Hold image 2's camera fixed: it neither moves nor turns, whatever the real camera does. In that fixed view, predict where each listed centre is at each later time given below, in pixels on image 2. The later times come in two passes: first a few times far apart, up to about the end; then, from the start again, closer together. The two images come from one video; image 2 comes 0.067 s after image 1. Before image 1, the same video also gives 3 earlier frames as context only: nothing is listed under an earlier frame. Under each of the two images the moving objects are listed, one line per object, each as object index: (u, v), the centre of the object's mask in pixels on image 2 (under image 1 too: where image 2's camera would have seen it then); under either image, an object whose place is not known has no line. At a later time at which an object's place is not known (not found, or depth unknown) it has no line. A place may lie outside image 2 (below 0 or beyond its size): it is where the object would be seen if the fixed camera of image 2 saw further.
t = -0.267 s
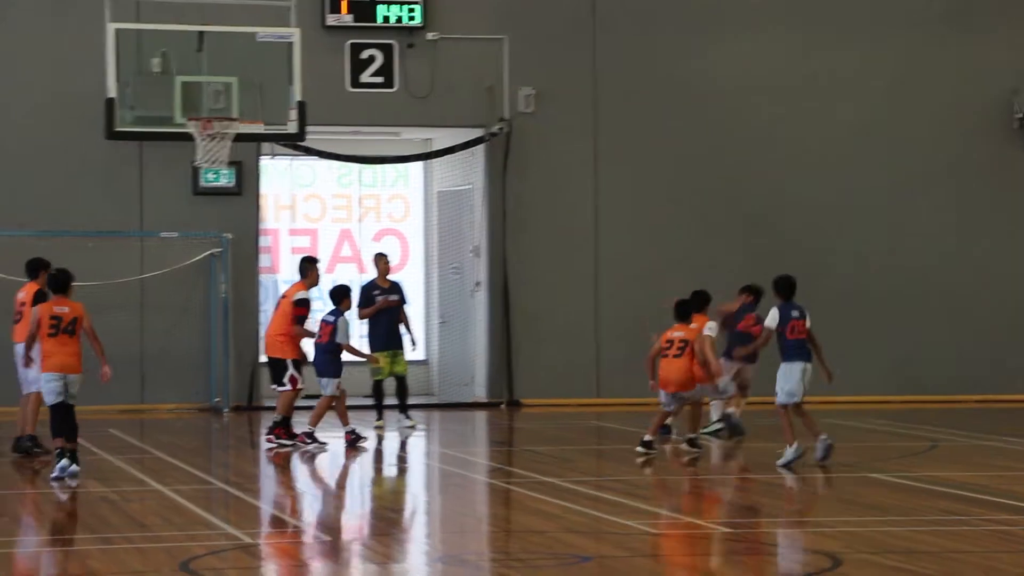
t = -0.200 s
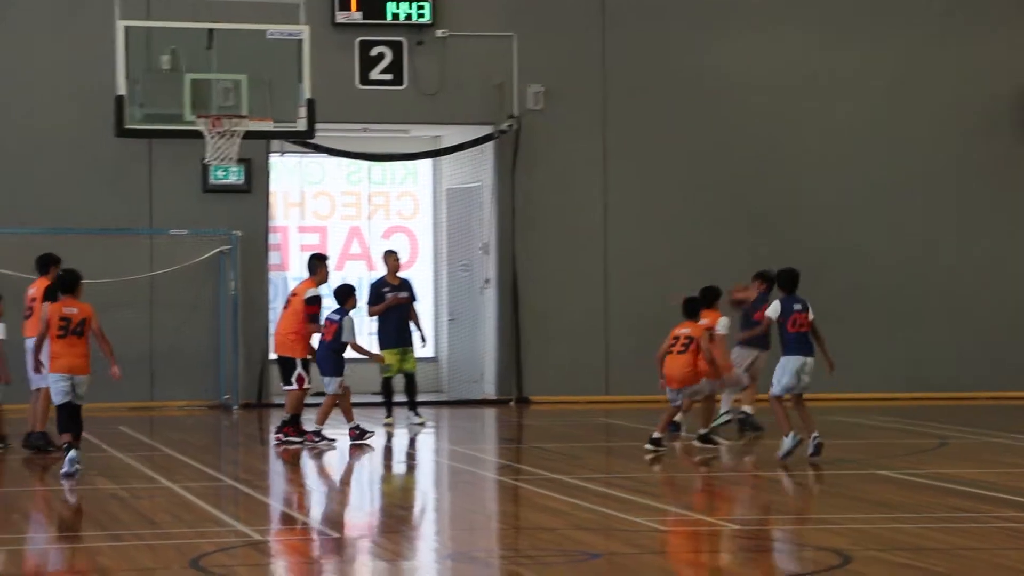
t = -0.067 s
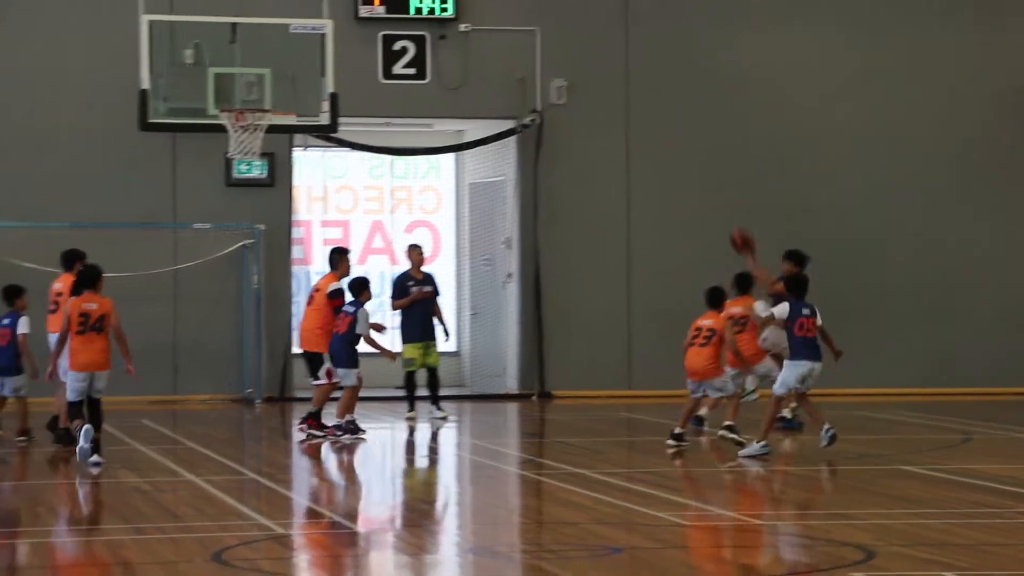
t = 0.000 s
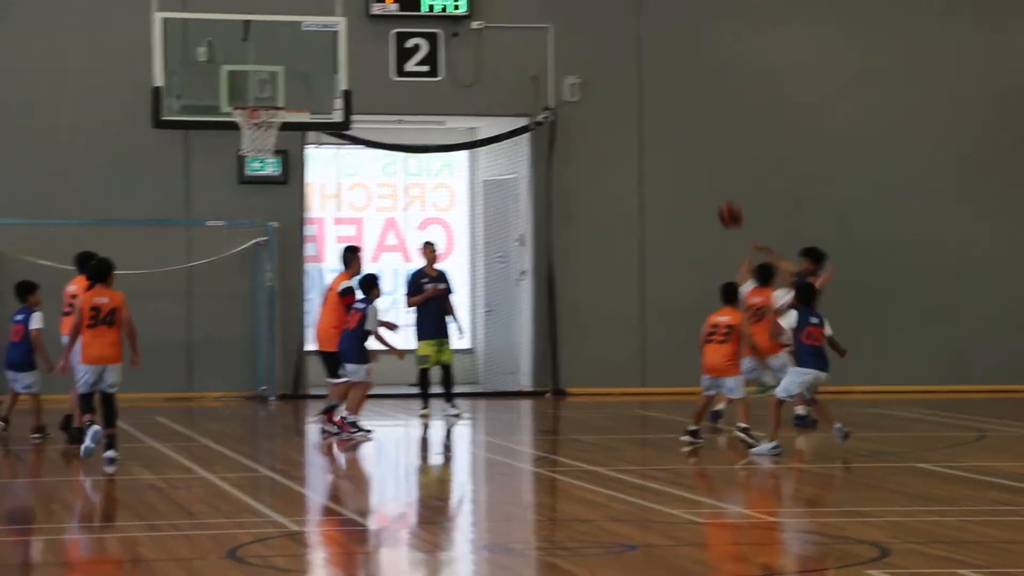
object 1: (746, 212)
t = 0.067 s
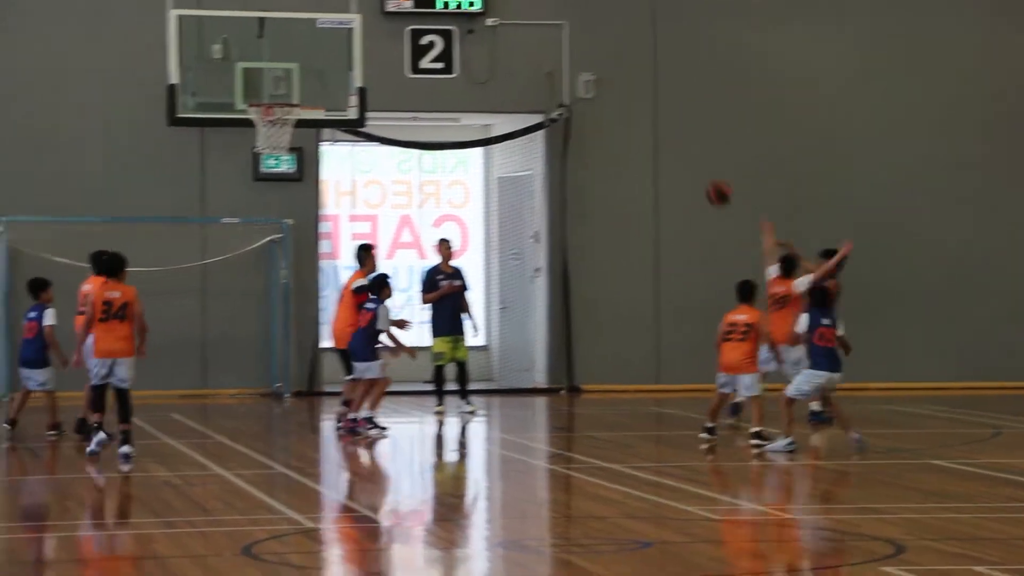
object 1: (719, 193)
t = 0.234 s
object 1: (651, 165)
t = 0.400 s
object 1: (582, 164)
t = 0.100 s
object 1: (705, 186)
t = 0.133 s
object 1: (691, 179)
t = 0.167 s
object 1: (678, 173)
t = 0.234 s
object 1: (651, 165)
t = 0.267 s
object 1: (637, 163)
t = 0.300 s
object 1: (623, 162)
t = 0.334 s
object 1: (610, 162)
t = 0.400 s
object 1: (582, 164)
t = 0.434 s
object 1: (569, 167)
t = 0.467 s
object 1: (556, 172)
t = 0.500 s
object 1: (541, 177)
